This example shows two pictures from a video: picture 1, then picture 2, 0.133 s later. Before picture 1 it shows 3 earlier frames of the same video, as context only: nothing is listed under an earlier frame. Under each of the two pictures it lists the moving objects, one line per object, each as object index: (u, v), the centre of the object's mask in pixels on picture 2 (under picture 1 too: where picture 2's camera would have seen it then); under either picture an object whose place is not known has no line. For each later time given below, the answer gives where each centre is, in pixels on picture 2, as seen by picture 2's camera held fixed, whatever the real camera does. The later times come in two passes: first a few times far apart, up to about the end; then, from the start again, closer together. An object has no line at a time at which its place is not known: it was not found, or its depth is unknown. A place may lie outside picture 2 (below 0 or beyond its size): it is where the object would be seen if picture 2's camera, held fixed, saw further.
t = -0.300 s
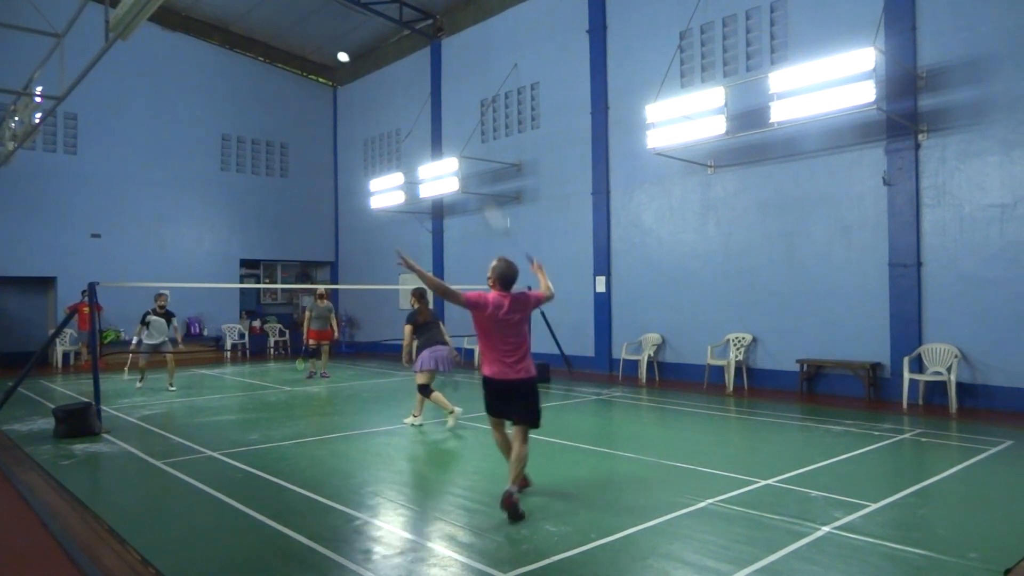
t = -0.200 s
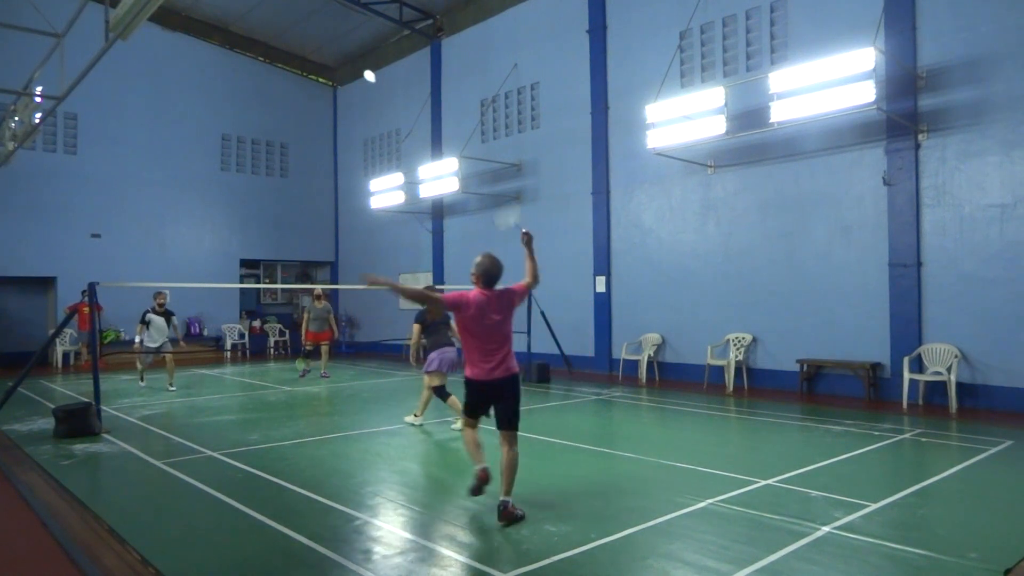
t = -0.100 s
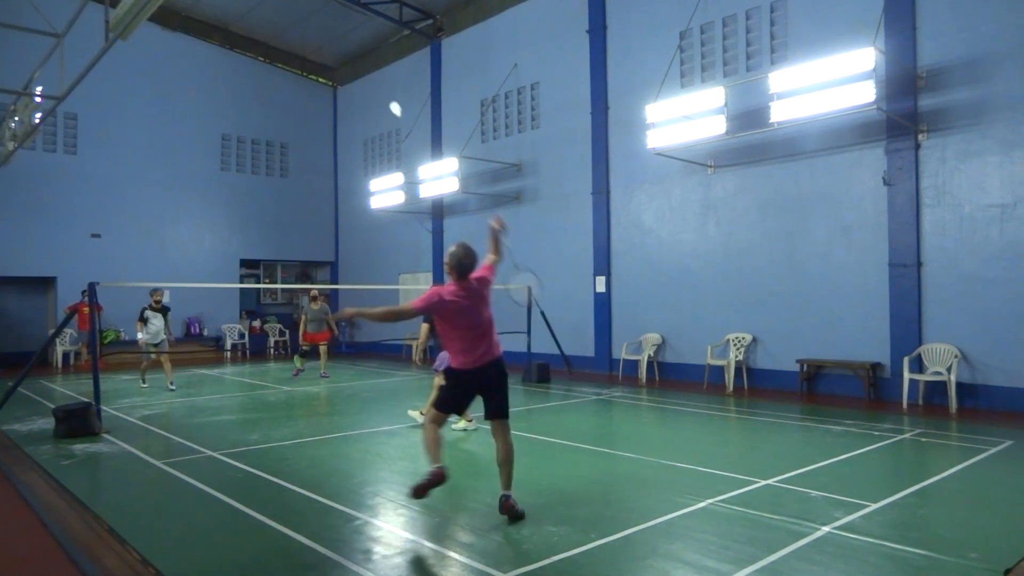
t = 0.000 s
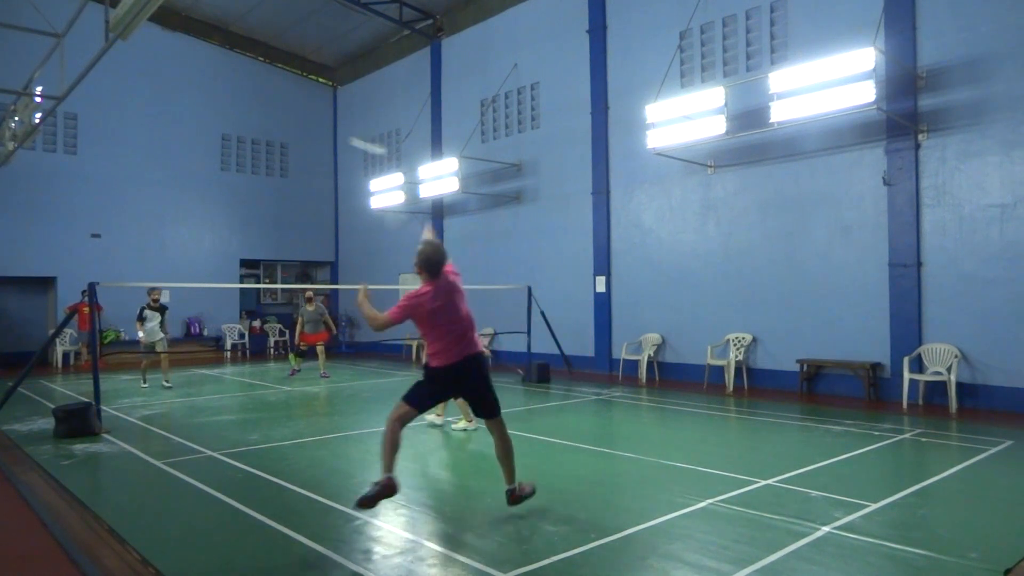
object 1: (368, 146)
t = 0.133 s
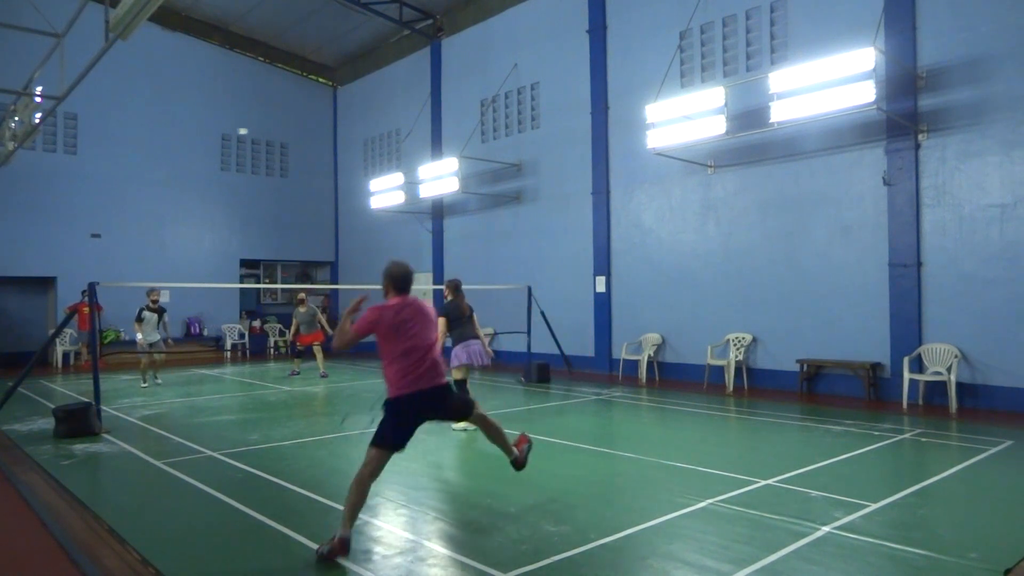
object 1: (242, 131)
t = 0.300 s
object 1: (196, 140)
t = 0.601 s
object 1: (164, 180)
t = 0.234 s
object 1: (210, 135)
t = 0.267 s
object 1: (202, 137)
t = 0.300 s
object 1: (196, 140)
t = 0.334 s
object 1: (191, 143)
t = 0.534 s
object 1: (169, 169)
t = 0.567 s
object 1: (167, 174)
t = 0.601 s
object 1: (164, 180)
